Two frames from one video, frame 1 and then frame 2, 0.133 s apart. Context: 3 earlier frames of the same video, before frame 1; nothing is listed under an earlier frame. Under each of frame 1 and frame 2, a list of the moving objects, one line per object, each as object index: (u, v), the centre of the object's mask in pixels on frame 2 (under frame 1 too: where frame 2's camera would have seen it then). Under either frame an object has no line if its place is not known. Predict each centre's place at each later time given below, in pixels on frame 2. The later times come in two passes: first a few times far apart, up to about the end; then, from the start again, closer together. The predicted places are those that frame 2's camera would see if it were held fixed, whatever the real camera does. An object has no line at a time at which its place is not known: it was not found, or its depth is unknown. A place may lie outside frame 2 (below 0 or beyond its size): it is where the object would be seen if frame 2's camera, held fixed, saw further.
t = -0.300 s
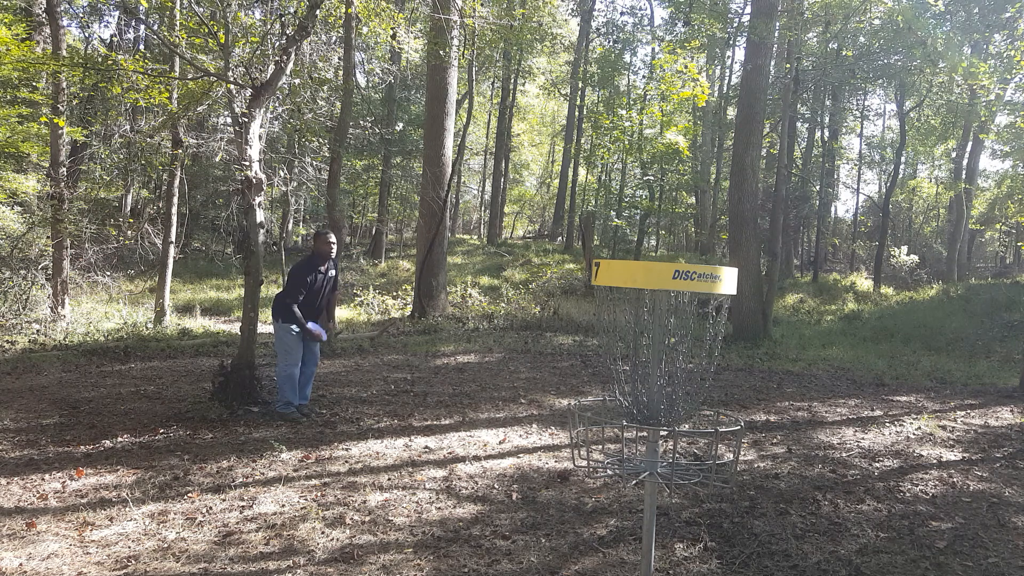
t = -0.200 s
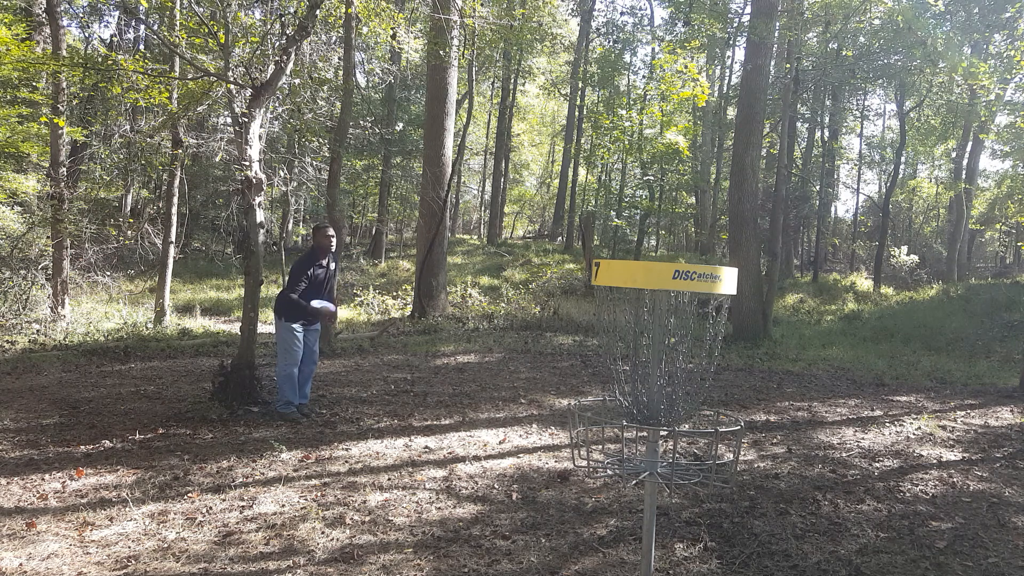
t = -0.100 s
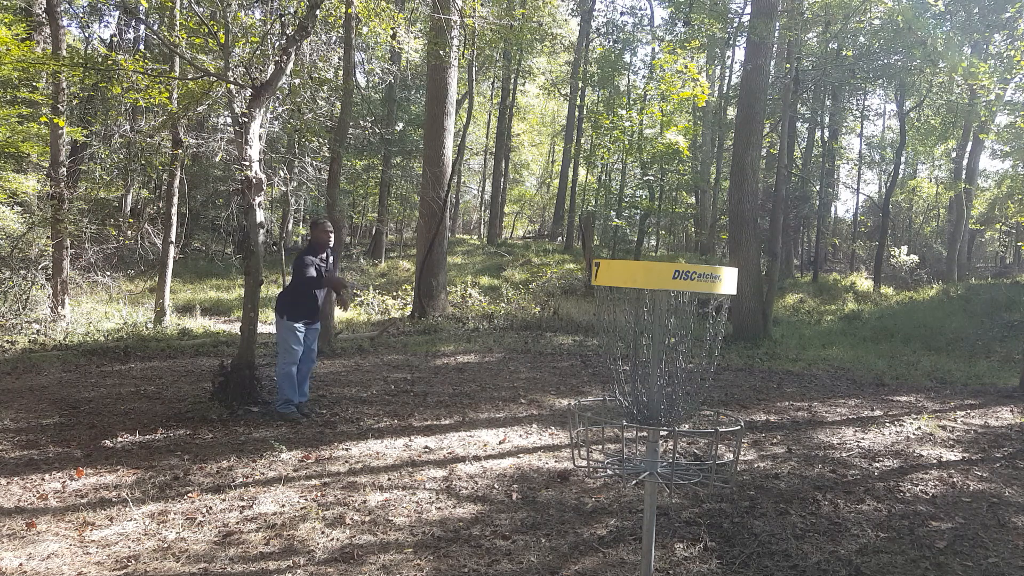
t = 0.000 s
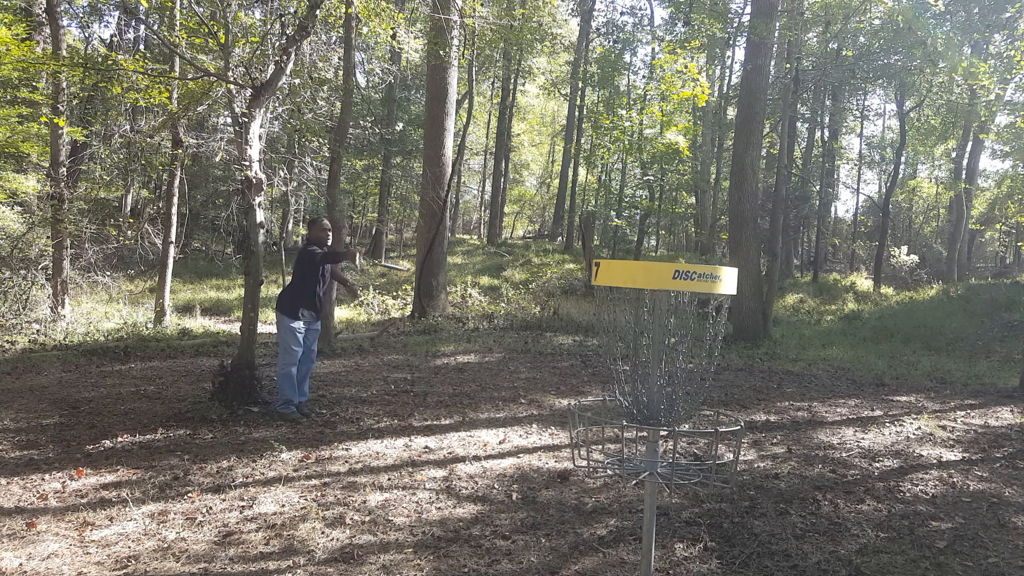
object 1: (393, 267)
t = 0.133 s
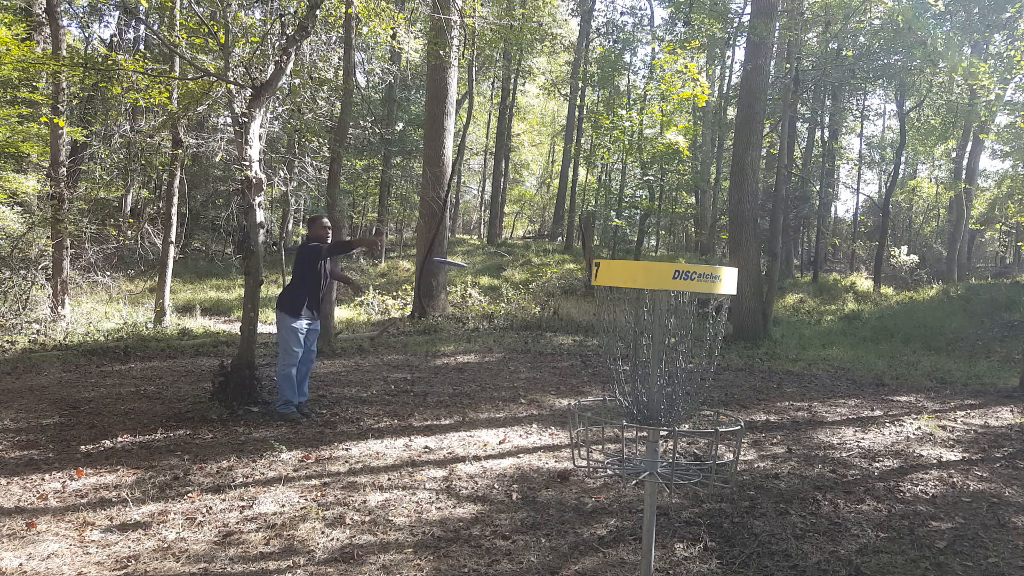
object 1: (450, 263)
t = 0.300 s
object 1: (550, 299)
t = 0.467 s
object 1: (669, 363)
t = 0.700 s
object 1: (698, 395)
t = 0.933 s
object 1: (691, 468)
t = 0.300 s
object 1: (550, 299)
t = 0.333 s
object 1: (575, 312)
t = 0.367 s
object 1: (599, 327)
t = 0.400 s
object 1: (620, 342)
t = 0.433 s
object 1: (637, 354)
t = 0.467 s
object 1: (669, 363)
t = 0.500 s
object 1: (678, 374)
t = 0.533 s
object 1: (687, 385)
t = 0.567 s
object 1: (693, 384)
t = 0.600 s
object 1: (692, 382)
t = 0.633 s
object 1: (695, 387)
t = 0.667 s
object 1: (698, 384)
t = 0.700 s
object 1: (698, 395)
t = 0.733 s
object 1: (699, 404)
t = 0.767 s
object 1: (701, 414)
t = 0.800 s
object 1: (703, 428)
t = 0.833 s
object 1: (706, 443)
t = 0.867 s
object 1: (707, 458)
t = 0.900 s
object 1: (699, 462)
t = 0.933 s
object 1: (691, 468)
